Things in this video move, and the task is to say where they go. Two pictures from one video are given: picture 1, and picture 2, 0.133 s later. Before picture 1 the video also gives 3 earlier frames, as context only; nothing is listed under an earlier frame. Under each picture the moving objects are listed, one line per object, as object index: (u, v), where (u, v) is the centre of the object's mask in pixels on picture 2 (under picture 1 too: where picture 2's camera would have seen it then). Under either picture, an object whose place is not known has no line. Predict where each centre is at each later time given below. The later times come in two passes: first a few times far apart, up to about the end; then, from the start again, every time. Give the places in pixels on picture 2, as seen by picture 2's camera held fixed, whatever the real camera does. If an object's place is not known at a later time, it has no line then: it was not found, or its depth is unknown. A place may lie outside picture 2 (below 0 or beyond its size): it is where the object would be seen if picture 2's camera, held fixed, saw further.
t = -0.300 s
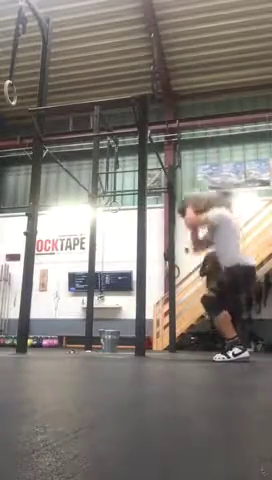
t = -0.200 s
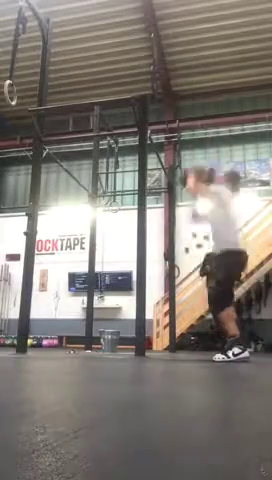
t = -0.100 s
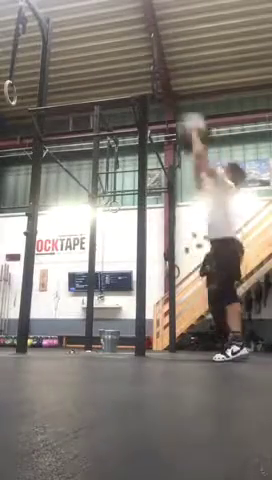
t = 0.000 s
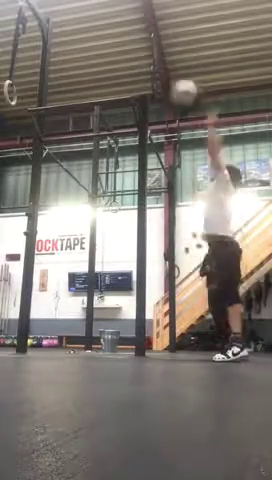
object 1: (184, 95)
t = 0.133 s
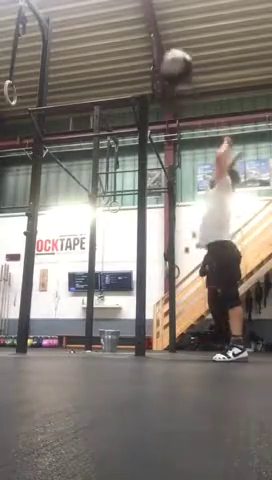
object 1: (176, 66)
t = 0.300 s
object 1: (170, 50)
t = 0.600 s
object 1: (179, 68)
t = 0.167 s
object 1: (174, 61)
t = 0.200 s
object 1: (173, 57)
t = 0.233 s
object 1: (171, 54)
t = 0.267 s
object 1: (170, 52)
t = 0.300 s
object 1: (170, 50)
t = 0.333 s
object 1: (170, 50)
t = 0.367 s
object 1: (171, 50)
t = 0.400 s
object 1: (172, 49)
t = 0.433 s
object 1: (173, 50)
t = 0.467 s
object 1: (175, 51)
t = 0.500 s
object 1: (176, 56)
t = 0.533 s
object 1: (177, 58)
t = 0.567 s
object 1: (178, 63)
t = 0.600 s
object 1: (179, 68)
